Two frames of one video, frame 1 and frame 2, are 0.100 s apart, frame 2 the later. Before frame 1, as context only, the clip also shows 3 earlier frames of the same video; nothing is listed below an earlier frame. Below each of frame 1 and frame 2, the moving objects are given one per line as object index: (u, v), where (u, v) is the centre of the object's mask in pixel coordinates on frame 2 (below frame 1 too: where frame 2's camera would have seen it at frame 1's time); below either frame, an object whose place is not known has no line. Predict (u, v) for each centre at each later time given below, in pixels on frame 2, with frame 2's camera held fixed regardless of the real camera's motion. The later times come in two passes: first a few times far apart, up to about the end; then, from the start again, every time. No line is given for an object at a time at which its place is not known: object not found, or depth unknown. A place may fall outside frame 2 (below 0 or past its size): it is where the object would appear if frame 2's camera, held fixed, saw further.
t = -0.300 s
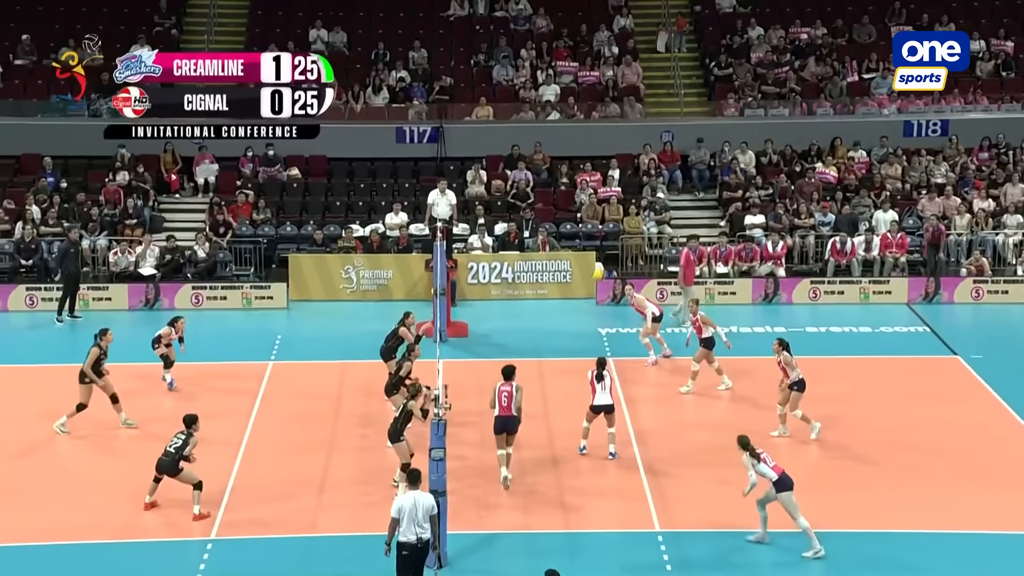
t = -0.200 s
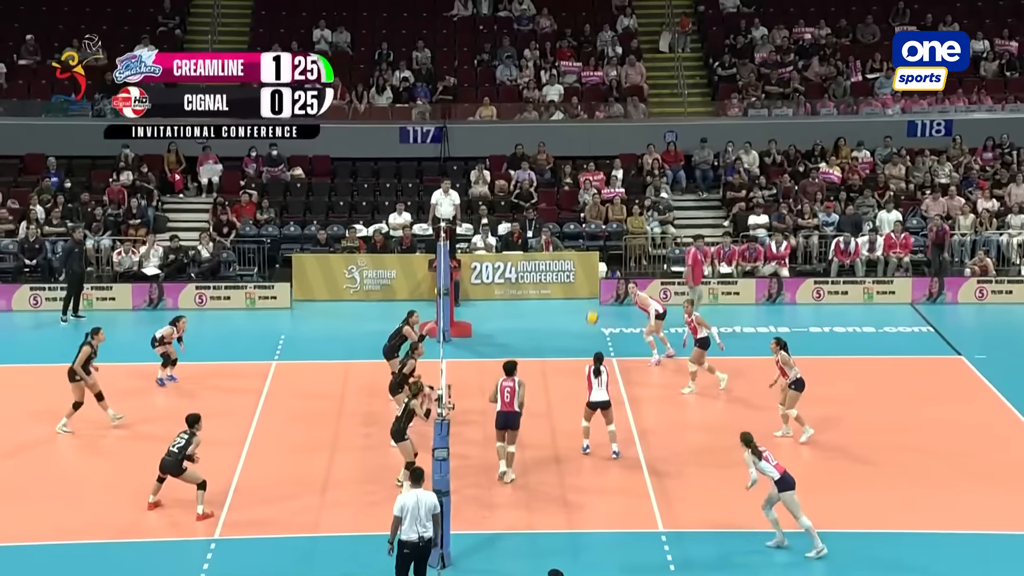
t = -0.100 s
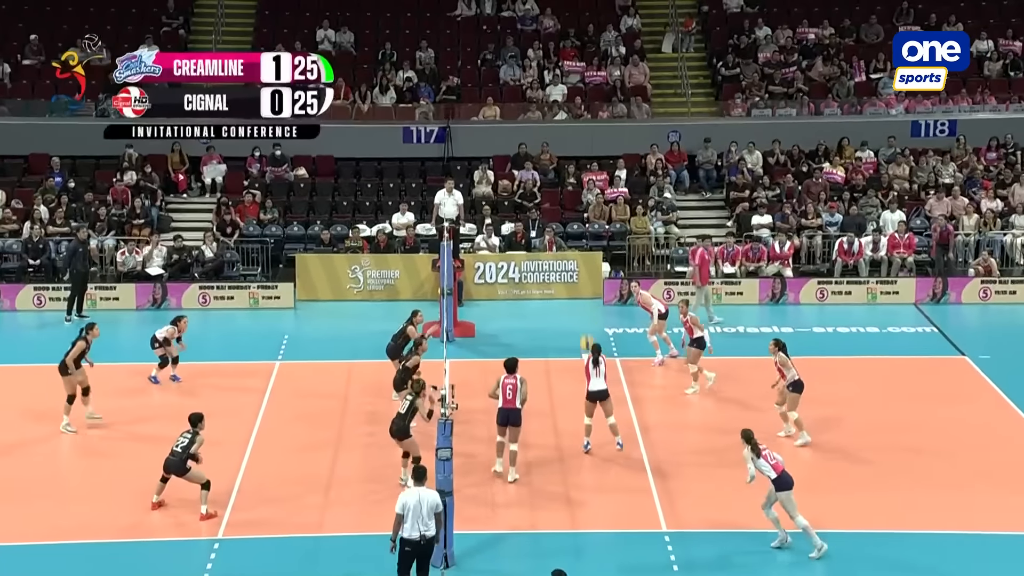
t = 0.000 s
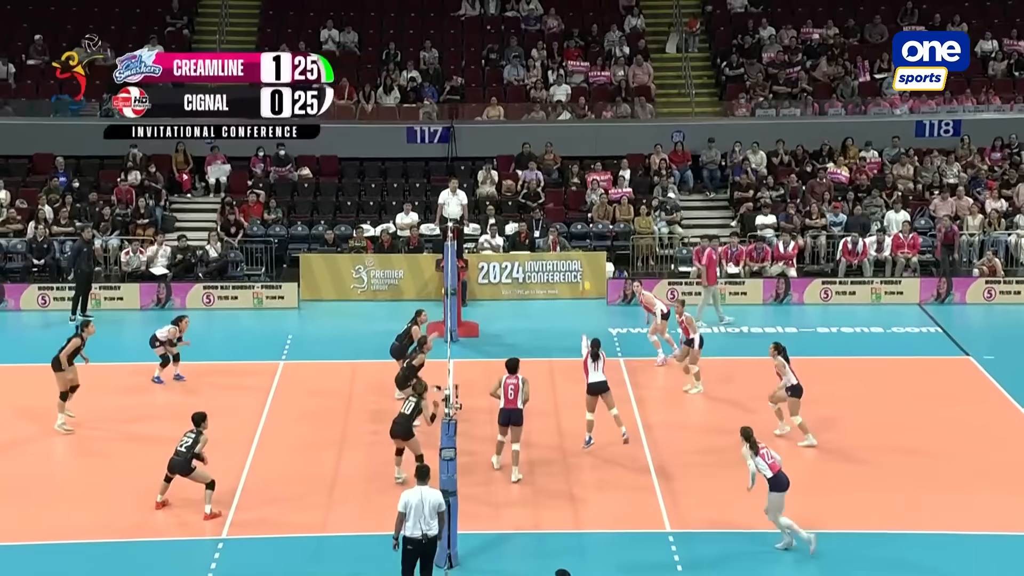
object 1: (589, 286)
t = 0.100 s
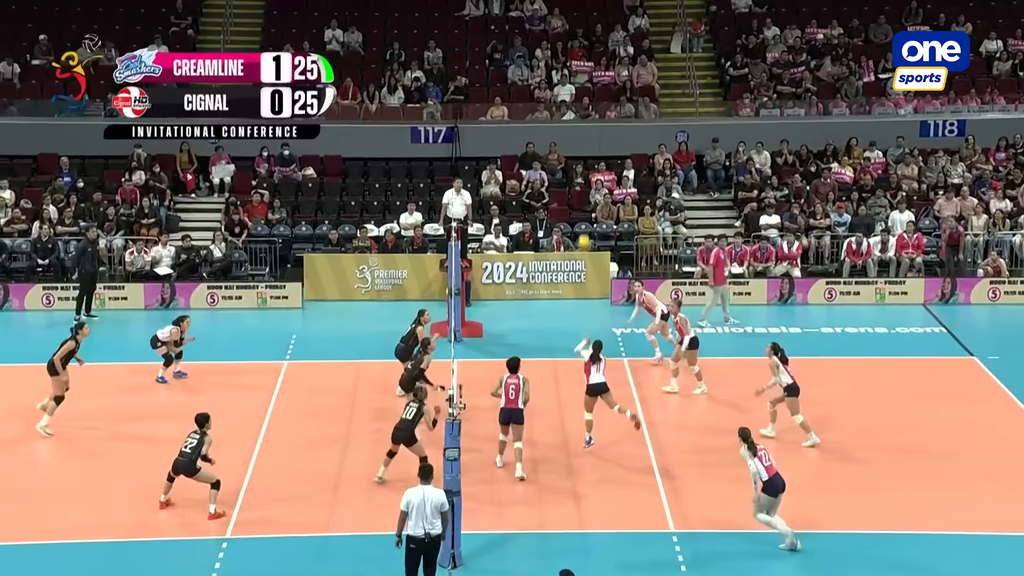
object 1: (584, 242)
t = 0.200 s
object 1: (579, 204)
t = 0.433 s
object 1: (570, 140)
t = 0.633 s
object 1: (561, 114)
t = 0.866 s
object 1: (552, 114)
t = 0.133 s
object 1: (582, 230)
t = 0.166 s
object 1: (581, 215)
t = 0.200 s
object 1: (579, 204)
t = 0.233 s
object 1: (578, 193)
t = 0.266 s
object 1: (577, 182)
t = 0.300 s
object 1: (576, 172)
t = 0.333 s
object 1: (574, 163)
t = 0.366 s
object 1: (572, 155)
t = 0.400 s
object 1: (571, 147)
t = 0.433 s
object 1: (570, 140)
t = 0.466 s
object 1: (568, 134)
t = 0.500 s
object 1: (566, 128)
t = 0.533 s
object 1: (565, 123)
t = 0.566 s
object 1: (564, 119)
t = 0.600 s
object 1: (563, 116)
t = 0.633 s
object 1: (561, 114)
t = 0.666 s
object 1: (559, 112)
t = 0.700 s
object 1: (558, 111)
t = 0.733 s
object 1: (557, 111)
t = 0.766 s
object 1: (556, 110)
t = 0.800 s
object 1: (554, 111)
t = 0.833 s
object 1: (553, 113)
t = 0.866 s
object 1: (552, 114)
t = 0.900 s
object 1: (550, 117)
